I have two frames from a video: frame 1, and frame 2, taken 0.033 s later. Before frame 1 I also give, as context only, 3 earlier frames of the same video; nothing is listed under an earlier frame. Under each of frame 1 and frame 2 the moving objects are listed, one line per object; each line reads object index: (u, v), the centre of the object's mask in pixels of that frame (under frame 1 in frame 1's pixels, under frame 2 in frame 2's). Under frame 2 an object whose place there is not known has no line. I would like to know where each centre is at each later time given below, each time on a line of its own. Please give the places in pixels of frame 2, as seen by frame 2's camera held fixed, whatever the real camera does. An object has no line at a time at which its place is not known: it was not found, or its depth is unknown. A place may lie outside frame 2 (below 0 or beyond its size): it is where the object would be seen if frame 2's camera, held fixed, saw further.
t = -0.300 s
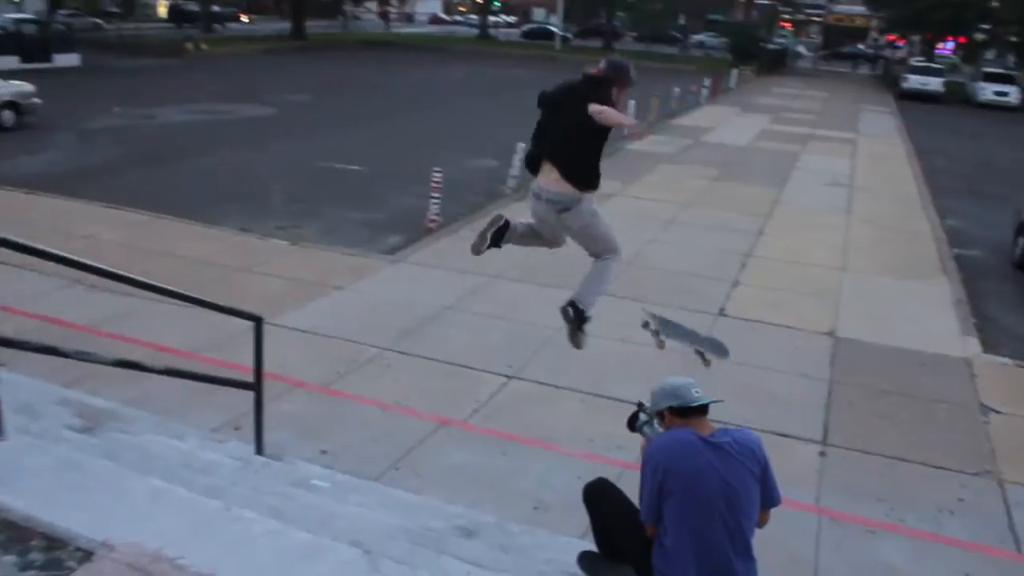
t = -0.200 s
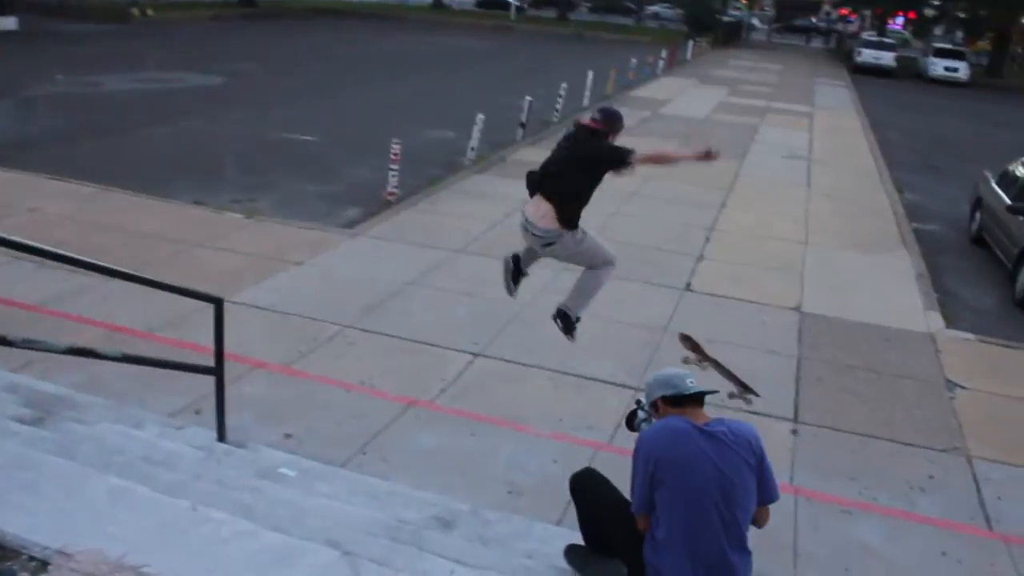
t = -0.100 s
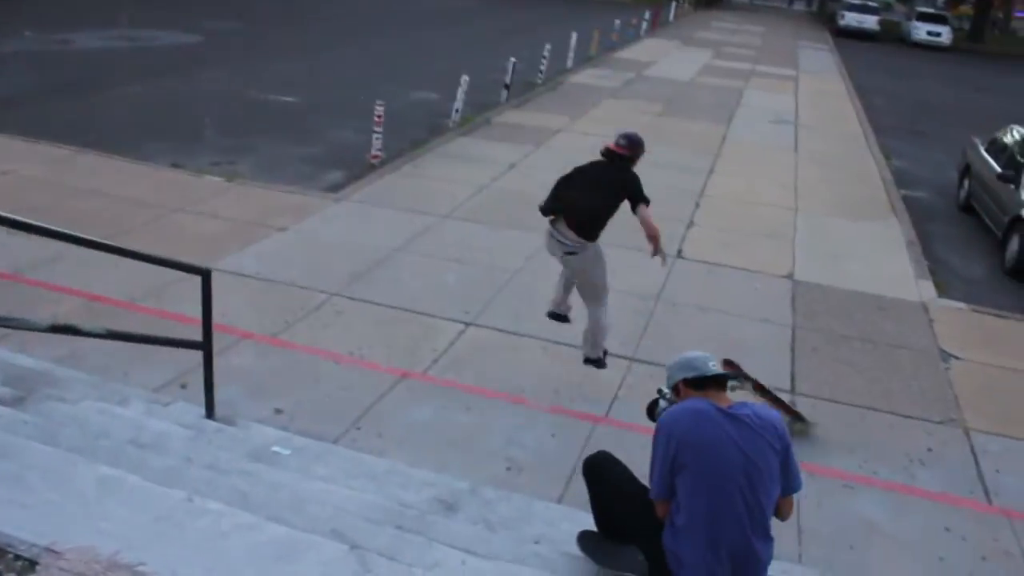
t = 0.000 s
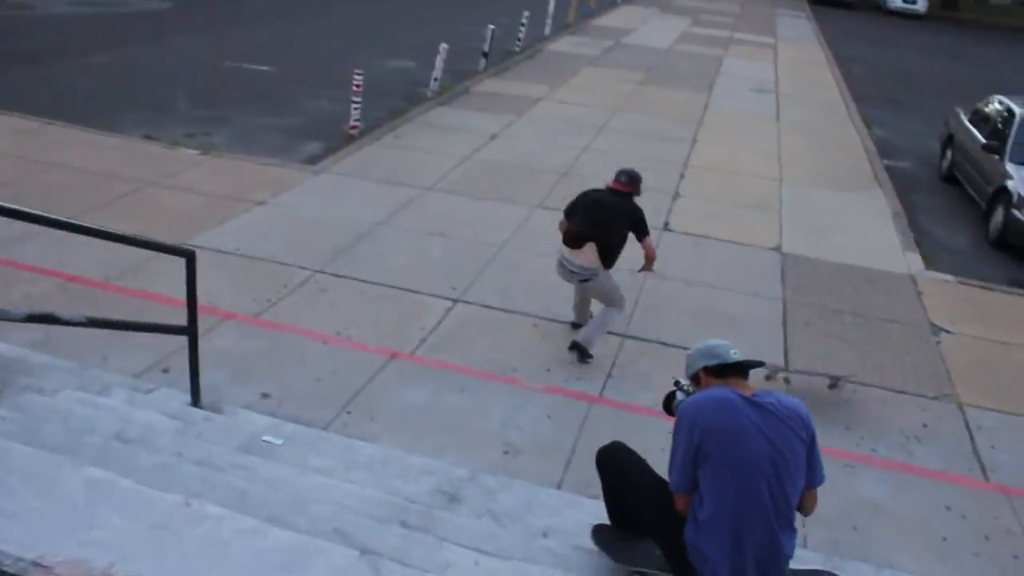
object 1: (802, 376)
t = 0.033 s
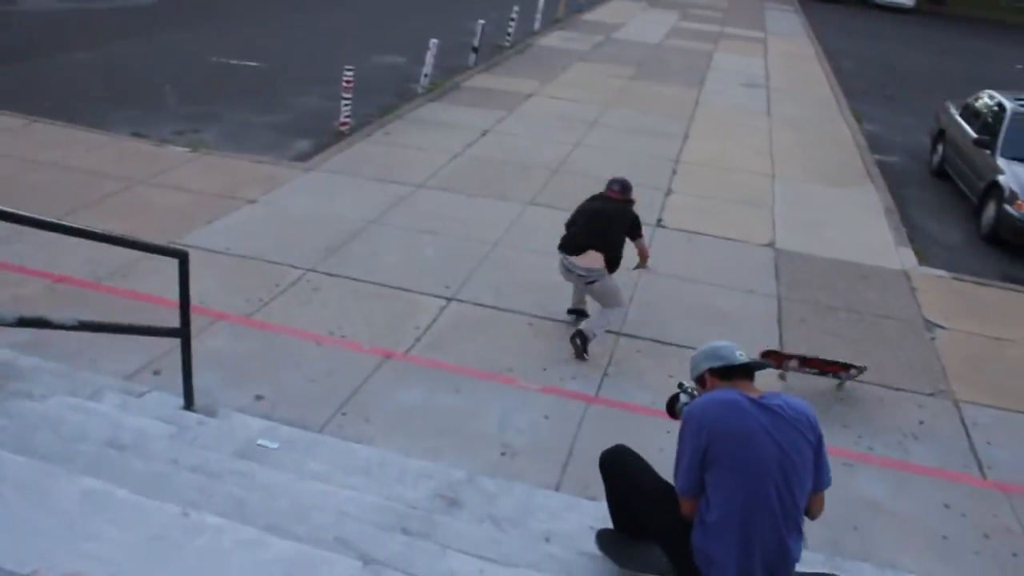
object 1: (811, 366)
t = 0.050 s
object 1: (817, 365)
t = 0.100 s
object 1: (837, 361)
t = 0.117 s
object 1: (843, 360)
